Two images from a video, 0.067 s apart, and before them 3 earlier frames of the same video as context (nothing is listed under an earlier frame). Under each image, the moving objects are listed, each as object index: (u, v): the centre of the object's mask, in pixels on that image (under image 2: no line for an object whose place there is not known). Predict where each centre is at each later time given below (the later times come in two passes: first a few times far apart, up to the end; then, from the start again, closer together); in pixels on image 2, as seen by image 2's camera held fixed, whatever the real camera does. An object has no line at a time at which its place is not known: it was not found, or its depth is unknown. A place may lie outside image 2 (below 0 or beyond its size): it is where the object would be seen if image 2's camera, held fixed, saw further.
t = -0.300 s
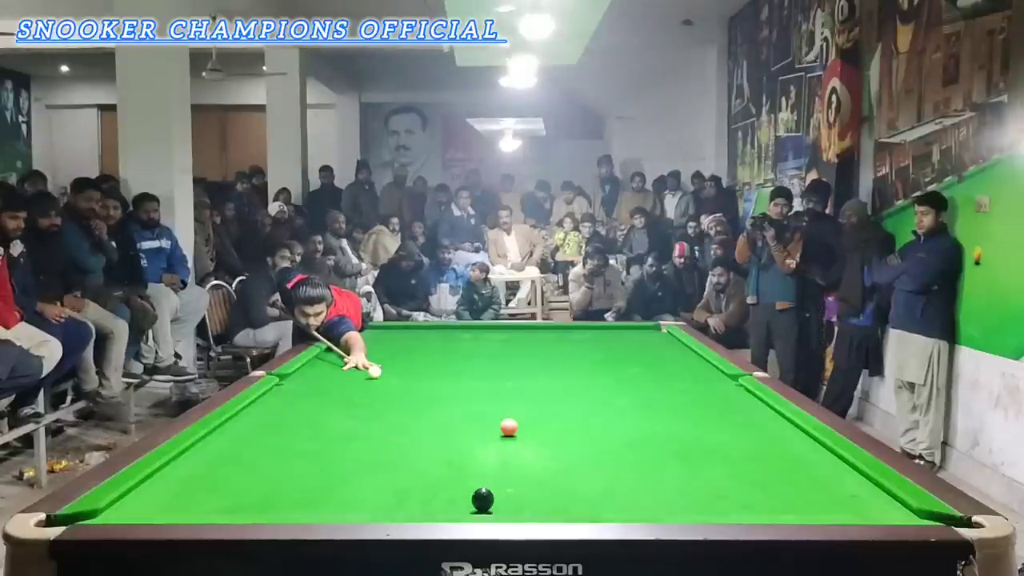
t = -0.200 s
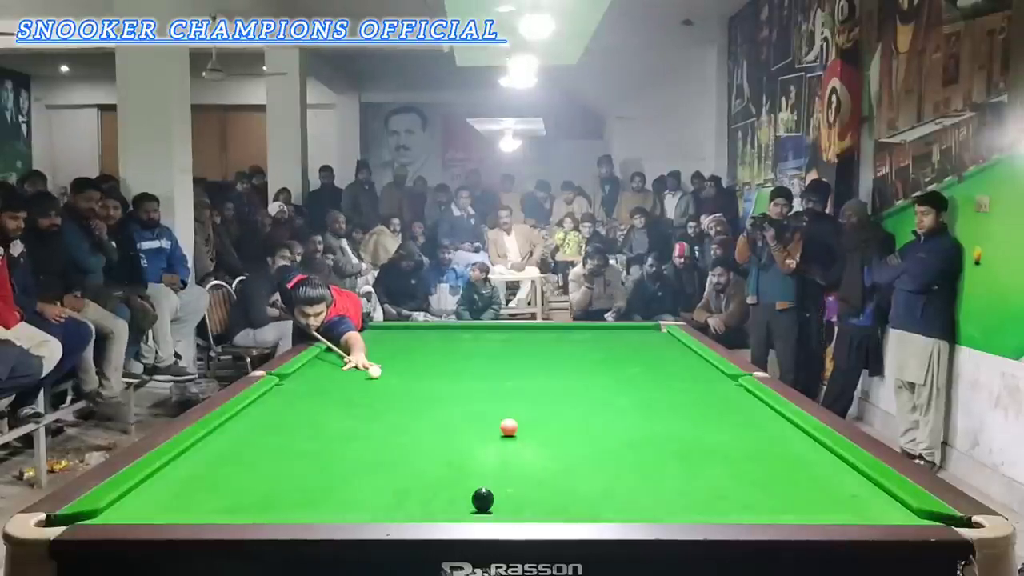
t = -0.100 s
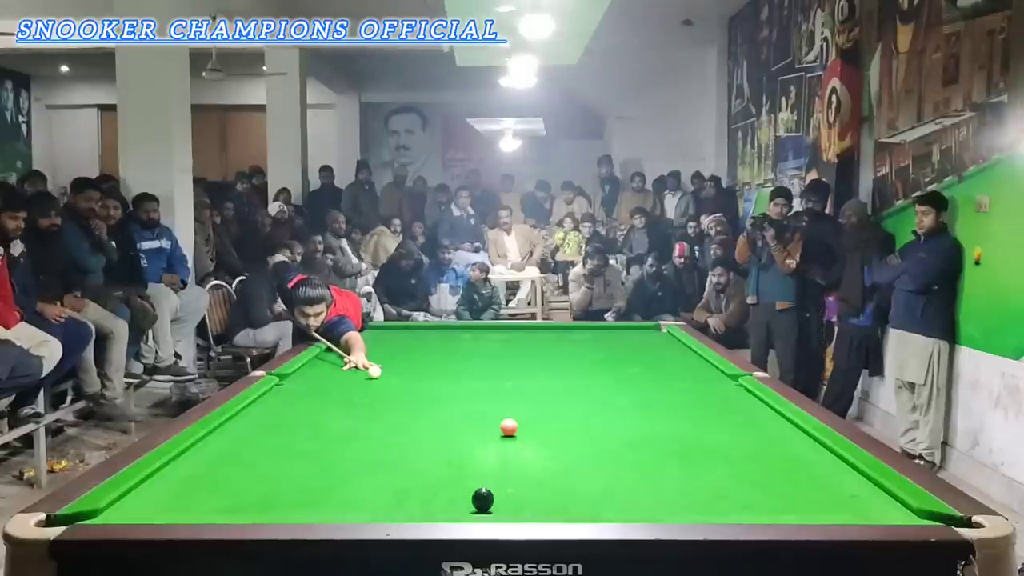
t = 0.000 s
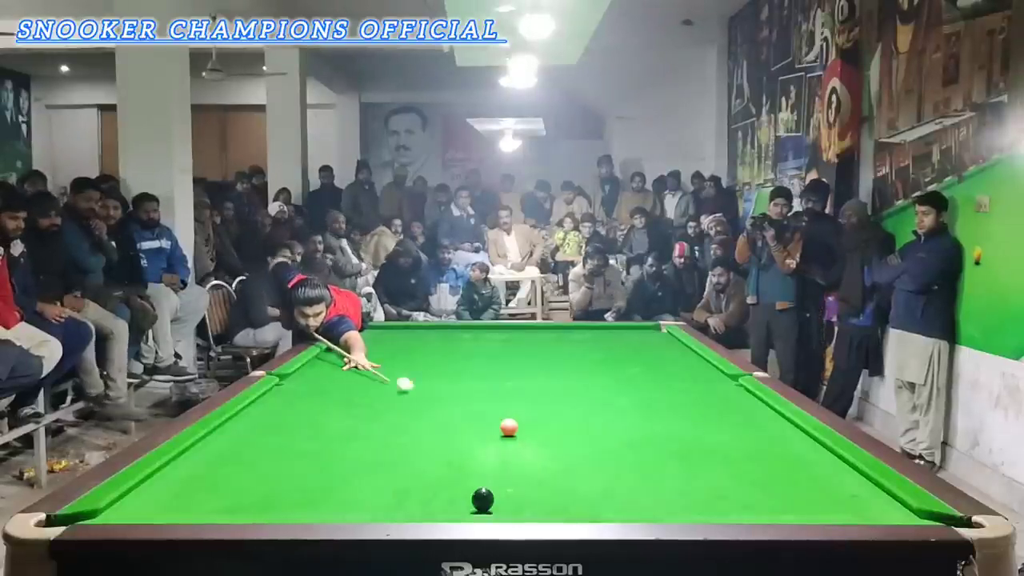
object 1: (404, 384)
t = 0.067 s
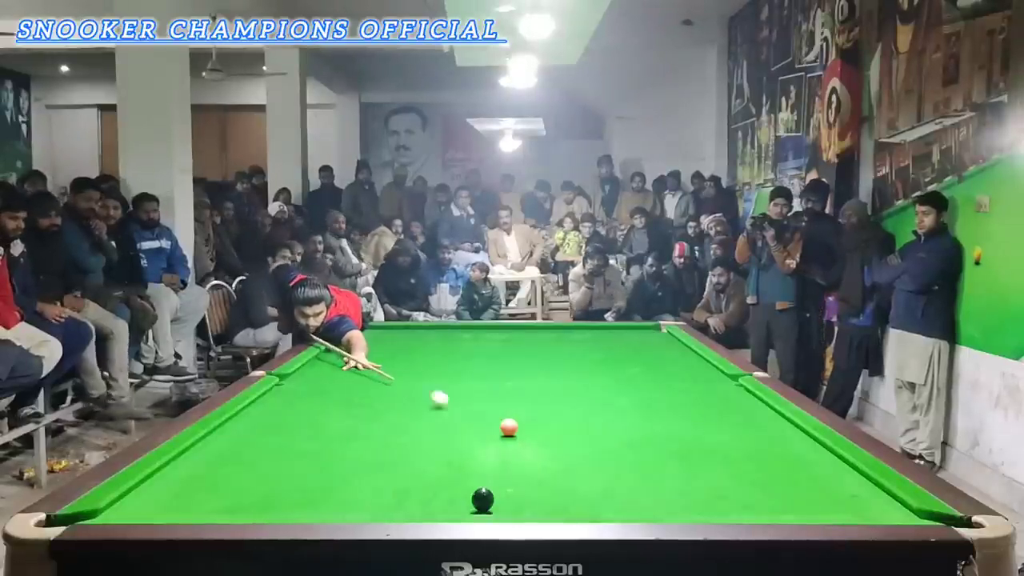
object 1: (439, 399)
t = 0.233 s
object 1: (476, 430)
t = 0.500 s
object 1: (406, 441)
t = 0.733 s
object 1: (343, 449)
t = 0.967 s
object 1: (278, 456)
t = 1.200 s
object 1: (211, 464)
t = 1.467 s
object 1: (183, 471)
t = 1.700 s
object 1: (216, 474)
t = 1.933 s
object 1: (247, 478)
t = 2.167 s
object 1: (277, 480)
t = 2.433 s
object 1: (308, 483)
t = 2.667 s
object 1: (334, 487)
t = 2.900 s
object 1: (358, 489)
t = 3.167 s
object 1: (382, 491)
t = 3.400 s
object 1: (401, 493)
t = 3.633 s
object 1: (418, 494)
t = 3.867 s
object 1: (431, 495)
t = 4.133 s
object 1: (443, 497)
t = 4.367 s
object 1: (451, 497)
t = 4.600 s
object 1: (455, 497)
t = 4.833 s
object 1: (456, 497)
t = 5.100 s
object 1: (456, 497)
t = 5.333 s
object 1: (456, 497)
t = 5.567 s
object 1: (455, 497)
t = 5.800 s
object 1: (456, 497)
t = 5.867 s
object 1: (455, 497)
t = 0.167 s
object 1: (495, 425)
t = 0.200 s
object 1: (486, 427)
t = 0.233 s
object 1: (476, 430)
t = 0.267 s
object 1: (467, 432)
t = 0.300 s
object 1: (458, 434)
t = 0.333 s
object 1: (450, 435)
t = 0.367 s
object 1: (440, 436)
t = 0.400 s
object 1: (432, 438)
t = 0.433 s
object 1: (423, 439)
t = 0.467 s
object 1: (414, 440)
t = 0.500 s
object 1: (406, 441)
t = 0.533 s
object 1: (397, 442)
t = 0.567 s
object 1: (388, 443)
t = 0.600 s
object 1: (379, 444)
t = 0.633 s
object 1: (370, 445)
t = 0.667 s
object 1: (361, 446)
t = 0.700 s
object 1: (352, 447)
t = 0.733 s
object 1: (343, 449)
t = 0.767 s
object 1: (334, 449)
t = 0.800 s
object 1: (325, 451)
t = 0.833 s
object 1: (315, 451)
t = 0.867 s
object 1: (306, 452)
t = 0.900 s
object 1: (297, 454)
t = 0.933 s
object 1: (288, 455)
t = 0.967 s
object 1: (278, 456)
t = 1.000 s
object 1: (268, 458)
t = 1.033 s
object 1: (259, 458)
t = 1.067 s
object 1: (249, 460)
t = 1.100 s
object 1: (240, 461)
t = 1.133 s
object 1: (230, 462)
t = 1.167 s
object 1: (221, 463)
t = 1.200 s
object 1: (211, 464)
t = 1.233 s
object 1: (201, 465)
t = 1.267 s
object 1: (191, 466)
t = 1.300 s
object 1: (181, 468)
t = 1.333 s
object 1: (171, 469)
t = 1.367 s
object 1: (168, 470)
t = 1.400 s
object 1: (173, 470)
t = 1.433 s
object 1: (178, 470)
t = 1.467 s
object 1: (183, 471)
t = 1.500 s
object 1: (188, 472)
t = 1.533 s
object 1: (193, 472)
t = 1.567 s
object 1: (197, 472)
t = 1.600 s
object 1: (202, 473)
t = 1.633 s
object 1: (207, 473)
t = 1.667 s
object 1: (211, 474)
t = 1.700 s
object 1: (216, 474)
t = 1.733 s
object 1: (221, 475)
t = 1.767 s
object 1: (225, 475)
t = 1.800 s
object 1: (230, 476)
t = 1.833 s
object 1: (234, 476)
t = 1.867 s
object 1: (239, 477)
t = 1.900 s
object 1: (243, 477)
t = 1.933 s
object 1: (247, 478)
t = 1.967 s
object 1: (251, 478)
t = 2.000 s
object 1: (256, 478)
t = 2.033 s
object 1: (260, 479)
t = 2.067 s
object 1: (265, 479)
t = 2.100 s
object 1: (269, 480)
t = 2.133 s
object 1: (273, 480)
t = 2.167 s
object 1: (277, 480)
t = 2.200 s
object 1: (281, 480)
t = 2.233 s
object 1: (285, 482)
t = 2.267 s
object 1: (289, 482)
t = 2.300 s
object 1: (293, 482)
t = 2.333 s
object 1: (297, 482)
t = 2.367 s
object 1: (301, 482)
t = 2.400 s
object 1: (305, 483)
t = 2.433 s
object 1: (308, 483)
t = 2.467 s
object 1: (312, 484)
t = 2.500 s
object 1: (316, 485)
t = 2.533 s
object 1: (320, 485)
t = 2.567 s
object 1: (324, 485)
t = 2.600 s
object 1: (327, 486)
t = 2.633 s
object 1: (331, 486)
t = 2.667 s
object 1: (334, 487)
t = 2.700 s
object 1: (338, 487)
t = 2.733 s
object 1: (341, 487)
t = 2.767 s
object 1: (344, 488)
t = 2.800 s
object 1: (348, 488)
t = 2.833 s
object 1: (351, 488)
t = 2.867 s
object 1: (354, 489)
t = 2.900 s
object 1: (358, 489)
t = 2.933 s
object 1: (361, 490)
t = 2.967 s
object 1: (364, 490)
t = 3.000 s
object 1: (367, 490)
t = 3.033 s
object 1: (370, 490)
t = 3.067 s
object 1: (373, 491)
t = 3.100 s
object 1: (376, 491)
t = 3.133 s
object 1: (379, 491)
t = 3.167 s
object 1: (382, 491)
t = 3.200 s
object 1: (385, 492)
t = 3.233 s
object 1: (388, 492)
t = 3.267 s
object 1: (391, 492)
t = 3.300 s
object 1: (393, 492)
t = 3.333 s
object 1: (396, 493)
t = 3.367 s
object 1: (399, 493)
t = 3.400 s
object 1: (401, 493)
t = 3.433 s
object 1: (404, 493)
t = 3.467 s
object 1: (406, 494)
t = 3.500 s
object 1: (408, 494)
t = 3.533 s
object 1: (410, 494)
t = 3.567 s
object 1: (413, 494)
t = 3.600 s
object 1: (415, 494)
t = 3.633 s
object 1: (418, 494)
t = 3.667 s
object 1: (419, 495)
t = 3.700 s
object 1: (422, 495)
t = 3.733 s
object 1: (423, 495)
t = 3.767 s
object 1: (425, 495)
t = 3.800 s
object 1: (426, 495)
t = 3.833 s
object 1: (428, 495)
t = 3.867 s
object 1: (431, 495)
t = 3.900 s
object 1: (432, 495)
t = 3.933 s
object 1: (434, 496)
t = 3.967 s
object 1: (435, 496)
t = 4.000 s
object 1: (437, 496)
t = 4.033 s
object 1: (439, 496)
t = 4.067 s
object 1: (440, 496)
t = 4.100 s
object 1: (441, 496)
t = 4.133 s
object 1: (443, 497)
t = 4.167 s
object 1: (445, 497)
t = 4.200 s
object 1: (446, 497)
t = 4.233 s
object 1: (447, 497)
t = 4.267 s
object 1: (448, 497)
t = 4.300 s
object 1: (449, 497)
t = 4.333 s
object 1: (450, 497)
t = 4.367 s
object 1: (451, 497)
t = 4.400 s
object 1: (453, 497)
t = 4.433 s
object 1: (453, 497)
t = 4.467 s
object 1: (454, 497)
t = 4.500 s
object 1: (454, 497)
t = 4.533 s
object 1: (454, 497)
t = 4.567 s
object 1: (454, 497)
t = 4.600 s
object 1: (455, 497)
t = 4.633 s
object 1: (455, 497)
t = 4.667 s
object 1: (455, 497)
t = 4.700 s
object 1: (455, 497)
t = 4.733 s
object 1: (456, 497)
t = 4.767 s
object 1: (456, 497)
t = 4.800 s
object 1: (456, 497)
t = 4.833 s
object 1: (456, 497)
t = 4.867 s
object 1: (456, 497)
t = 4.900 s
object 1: (456, 497)
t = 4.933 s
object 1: (456, 497)
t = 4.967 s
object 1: (456, 497)
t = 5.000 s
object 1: (456, 497)
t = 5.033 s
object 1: (456, 497)
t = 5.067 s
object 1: (456, 497)
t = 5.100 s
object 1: (456, 497)
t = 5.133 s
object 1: (456, 497)
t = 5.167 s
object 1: (456, 497)
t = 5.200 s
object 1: (456, 497)
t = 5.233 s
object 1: (456, 497)
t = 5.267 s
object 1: (456, 497)
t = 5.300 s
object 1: (456, 497)
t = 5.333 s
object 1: (456, 497)
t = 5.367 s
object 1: (456, 497)
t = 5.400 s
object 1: (456, 497)
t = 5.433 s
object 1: (456, 497)
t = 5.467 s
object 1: (456, 497)
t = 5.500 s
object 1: (455, 497)
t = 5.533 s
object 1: (455, 497)
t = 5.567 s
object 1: (455, 497)
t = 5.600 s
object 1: (456, 497)
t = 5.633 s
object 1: (456, 497)
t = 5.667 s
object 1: (456, 497)
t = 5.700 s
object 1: (456, 497)
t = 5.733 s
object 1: (455, 497)
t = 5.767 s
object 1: (455, 497)
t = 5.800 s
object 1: (456, 497)
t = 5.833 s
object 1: (455, 497)
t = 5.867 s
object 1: (455, 497)
